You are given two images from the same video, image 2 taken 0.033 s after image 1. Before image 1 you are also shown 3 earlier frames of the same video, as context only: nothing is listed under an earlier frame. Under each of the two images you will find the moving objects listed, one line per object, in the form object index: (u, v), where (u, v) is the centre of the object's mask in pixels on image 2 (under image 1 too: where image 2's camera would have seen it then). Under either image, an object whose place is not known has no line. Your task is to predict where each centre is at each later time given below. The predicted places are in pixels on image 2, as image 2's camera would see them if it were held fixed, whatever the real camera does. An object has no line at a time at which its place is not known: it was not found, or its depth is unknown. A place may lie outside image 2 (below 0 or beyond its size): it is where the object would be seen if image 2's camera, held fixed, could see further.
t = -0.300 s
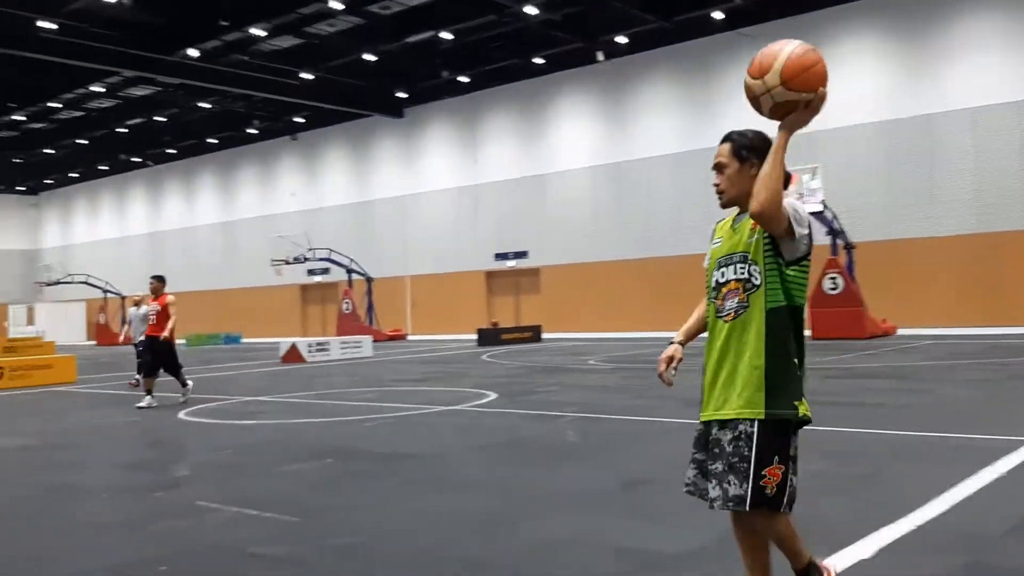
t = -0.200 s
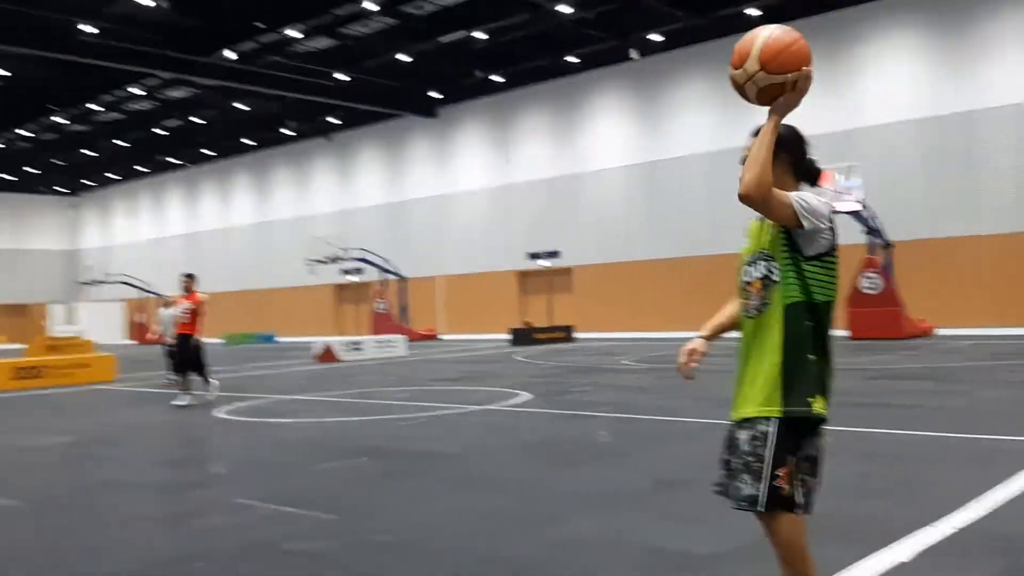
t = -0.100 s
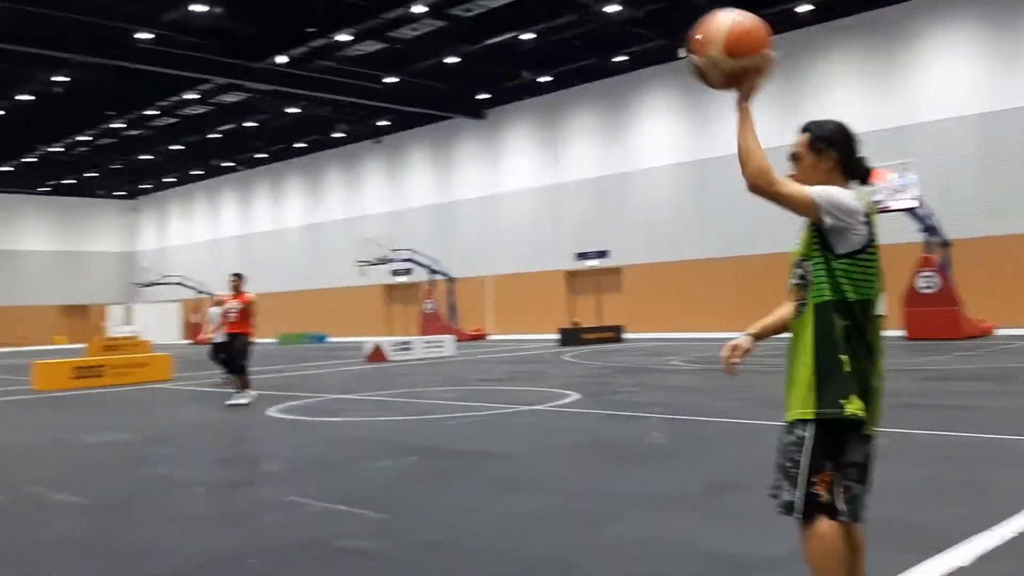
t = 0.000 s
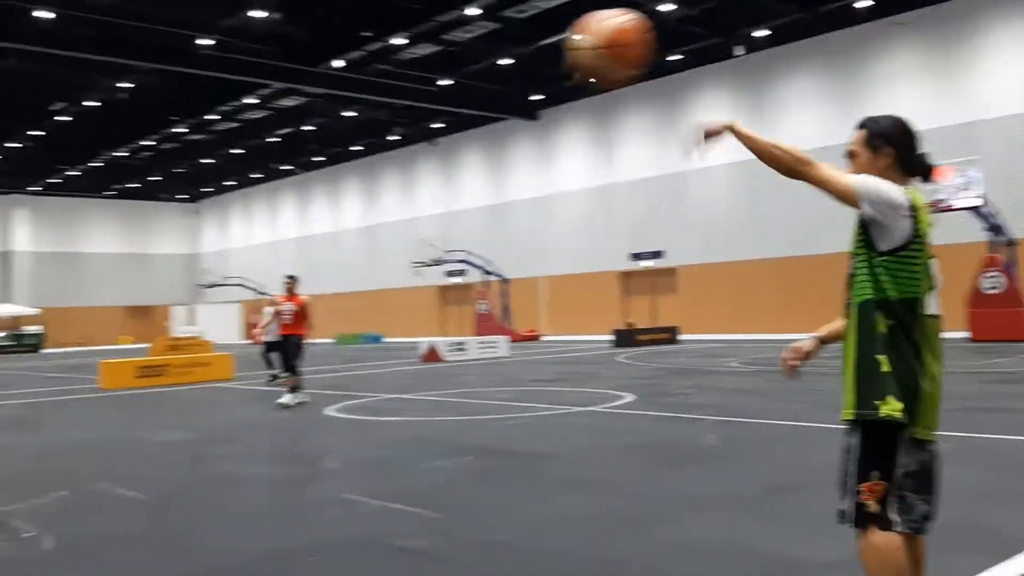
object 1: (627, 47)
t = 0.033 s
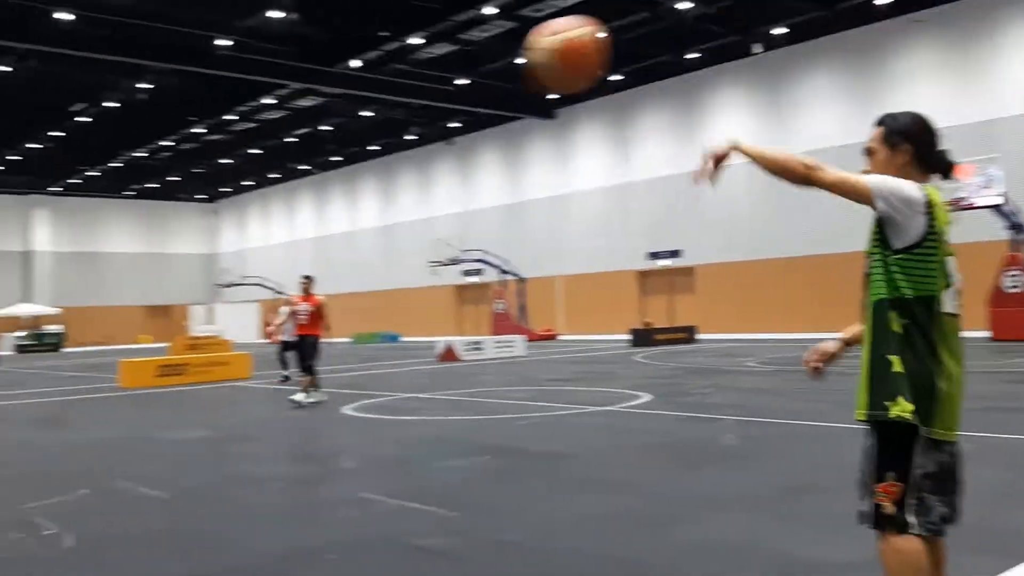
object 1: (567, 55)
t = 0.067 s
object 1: (509, 66)
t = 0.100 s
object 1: (452, 81)
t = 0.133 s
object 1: (396, 98)
